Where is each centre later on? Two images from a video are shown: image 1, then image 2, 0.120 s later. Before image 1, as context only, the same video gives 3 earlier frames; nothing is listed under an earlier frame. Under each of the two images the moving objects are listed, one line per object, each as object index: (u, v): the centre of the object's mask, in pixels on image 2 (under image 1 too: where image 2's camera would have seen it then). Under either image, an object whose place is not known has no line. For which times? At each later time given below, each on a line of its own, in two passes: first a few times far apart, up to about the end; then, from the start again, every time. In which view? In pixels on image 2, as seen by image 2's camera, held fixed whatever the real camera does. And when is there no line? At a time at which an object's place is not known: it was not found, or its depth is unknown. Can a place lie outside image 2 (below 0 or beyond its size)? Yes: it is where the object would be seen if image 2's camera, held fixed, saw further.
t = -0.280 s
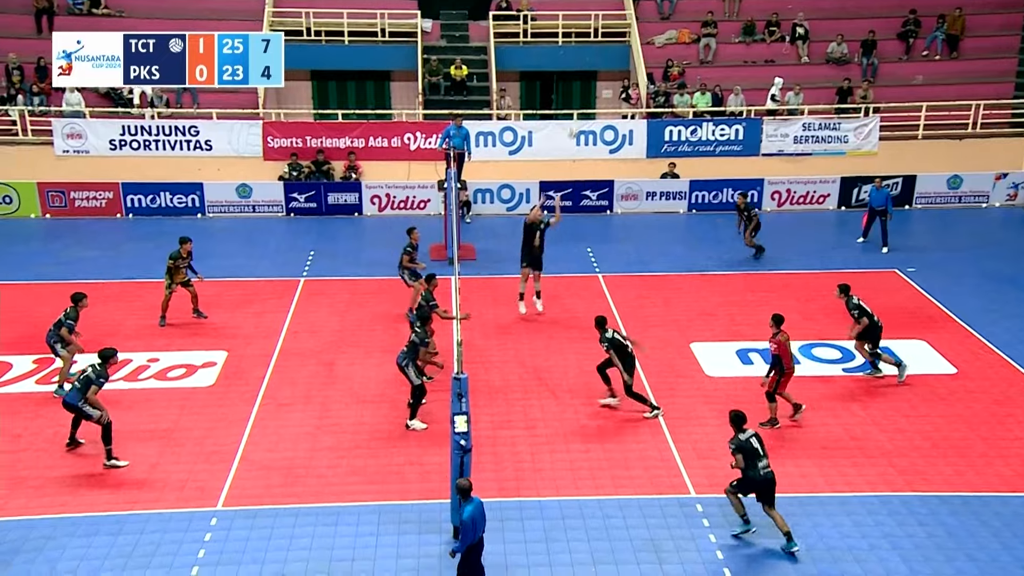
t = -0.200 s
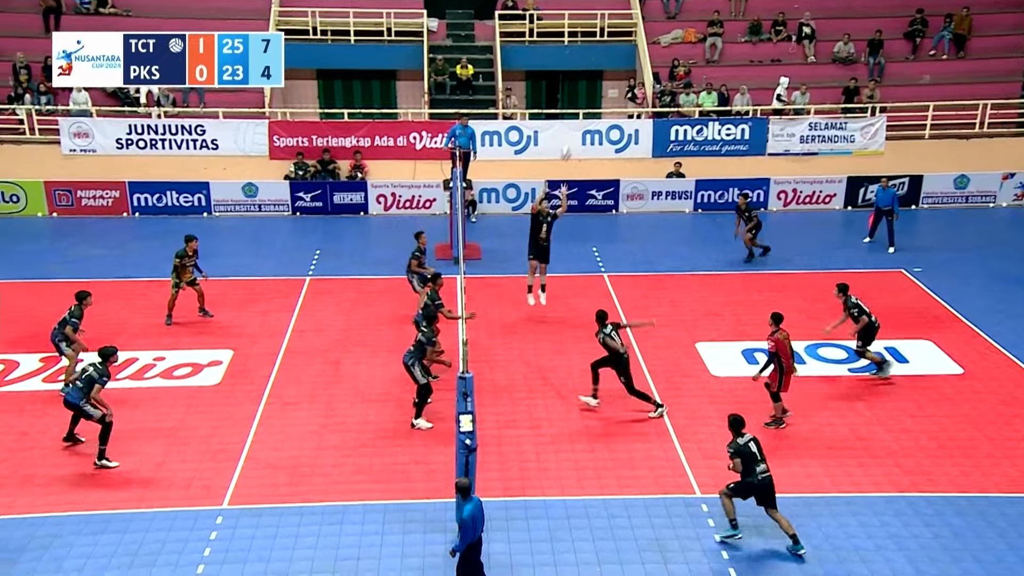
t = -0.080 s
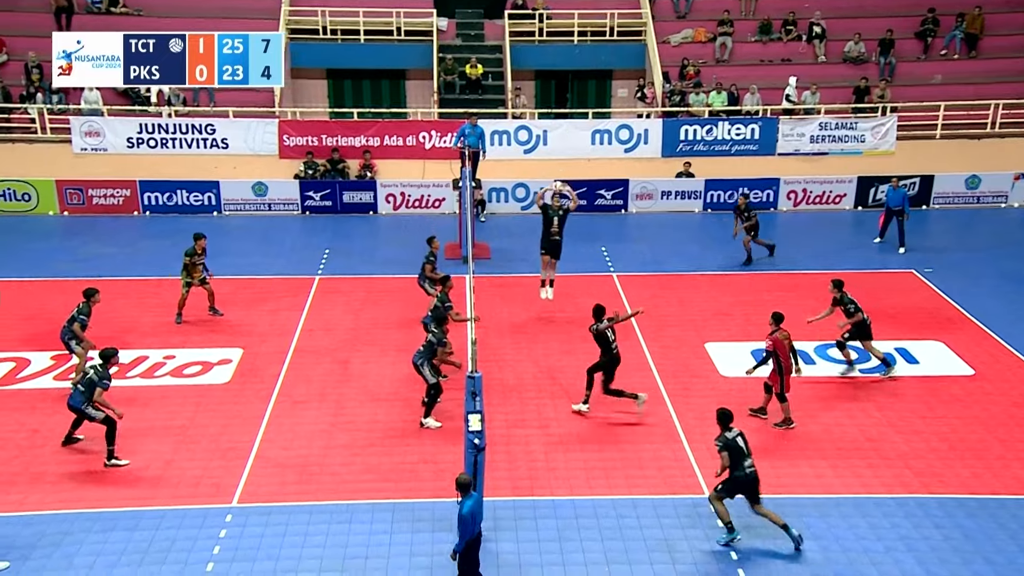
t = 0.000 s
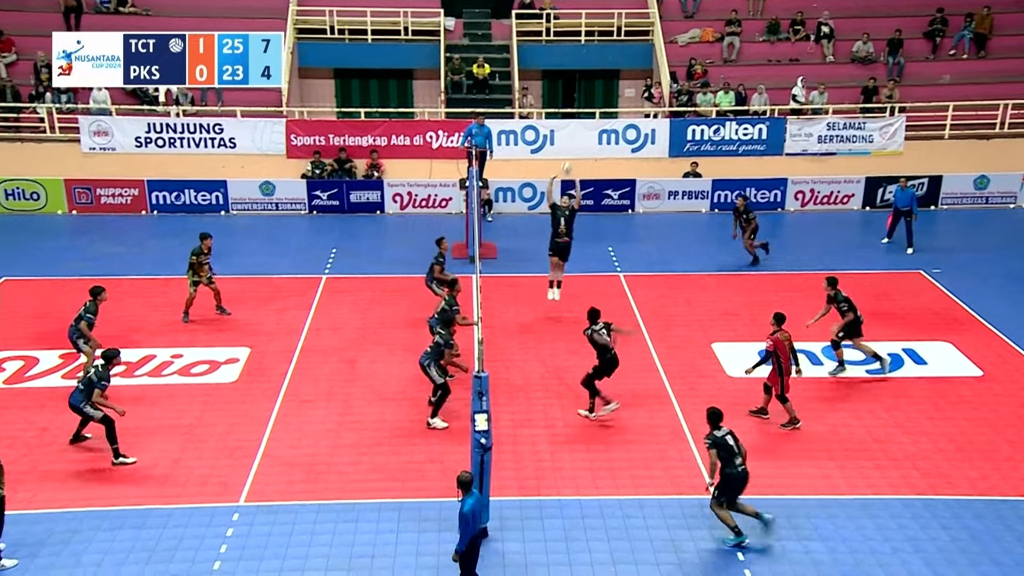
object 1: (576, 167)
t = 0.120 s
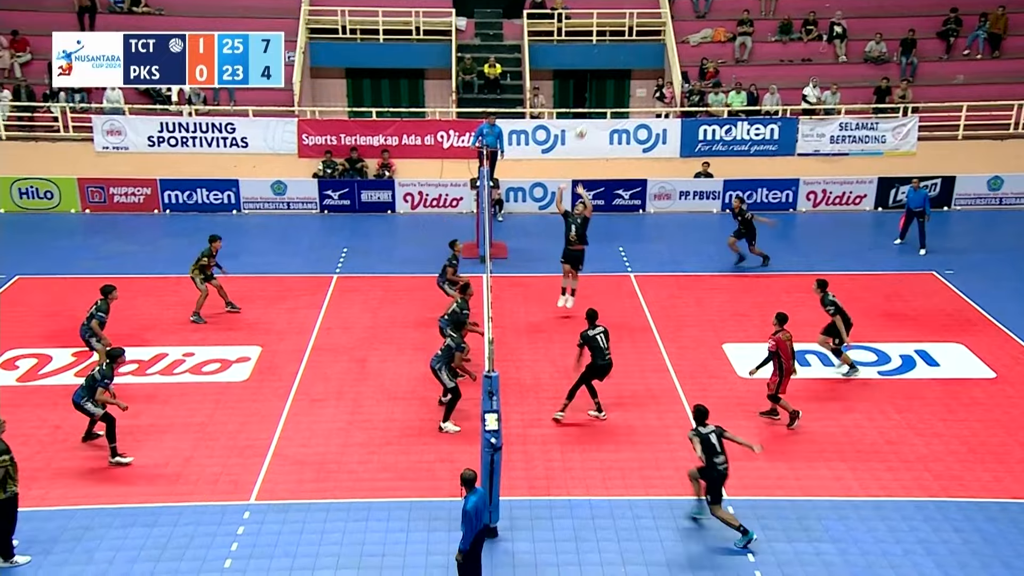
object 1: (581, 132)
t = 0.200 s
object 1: (583, 112)
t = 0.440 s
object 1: (590, 76)
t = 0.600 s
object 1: (594, 71)
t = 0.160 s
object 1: (583, 121)
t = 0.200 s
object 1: (583, 112)
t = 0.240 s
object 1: (584, 103)
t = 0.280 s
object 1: (585, 98)
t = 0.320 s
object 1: (587, 91)
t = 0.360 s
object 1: (588, 85)
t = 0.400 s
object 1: (589, 80)
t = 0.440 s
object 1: (590, 76)
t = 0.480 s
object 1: (591, 74)
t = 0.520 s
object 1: (592, 72)
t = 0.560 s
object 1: (593, 71)
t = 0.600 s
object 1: (594, 71)
